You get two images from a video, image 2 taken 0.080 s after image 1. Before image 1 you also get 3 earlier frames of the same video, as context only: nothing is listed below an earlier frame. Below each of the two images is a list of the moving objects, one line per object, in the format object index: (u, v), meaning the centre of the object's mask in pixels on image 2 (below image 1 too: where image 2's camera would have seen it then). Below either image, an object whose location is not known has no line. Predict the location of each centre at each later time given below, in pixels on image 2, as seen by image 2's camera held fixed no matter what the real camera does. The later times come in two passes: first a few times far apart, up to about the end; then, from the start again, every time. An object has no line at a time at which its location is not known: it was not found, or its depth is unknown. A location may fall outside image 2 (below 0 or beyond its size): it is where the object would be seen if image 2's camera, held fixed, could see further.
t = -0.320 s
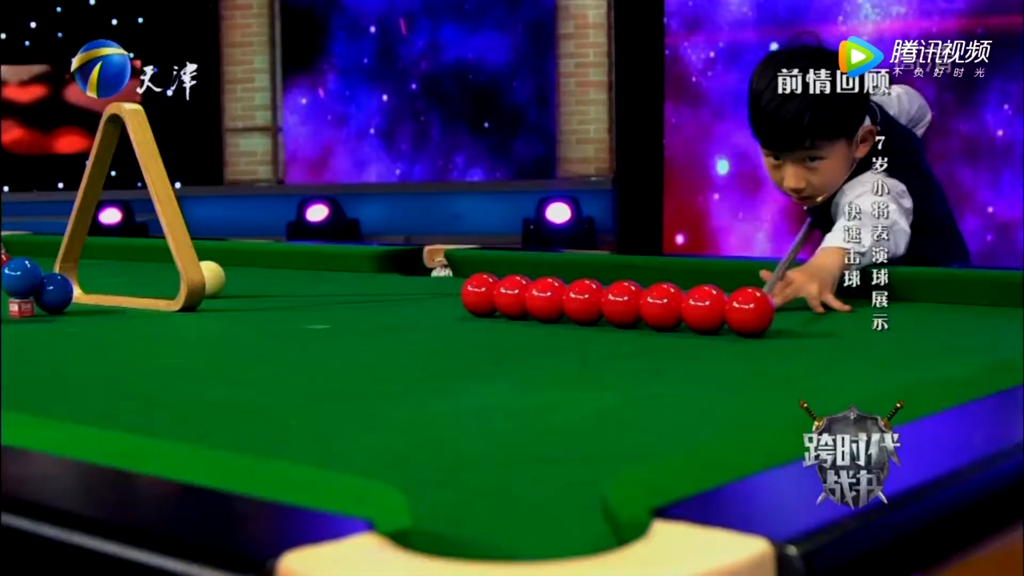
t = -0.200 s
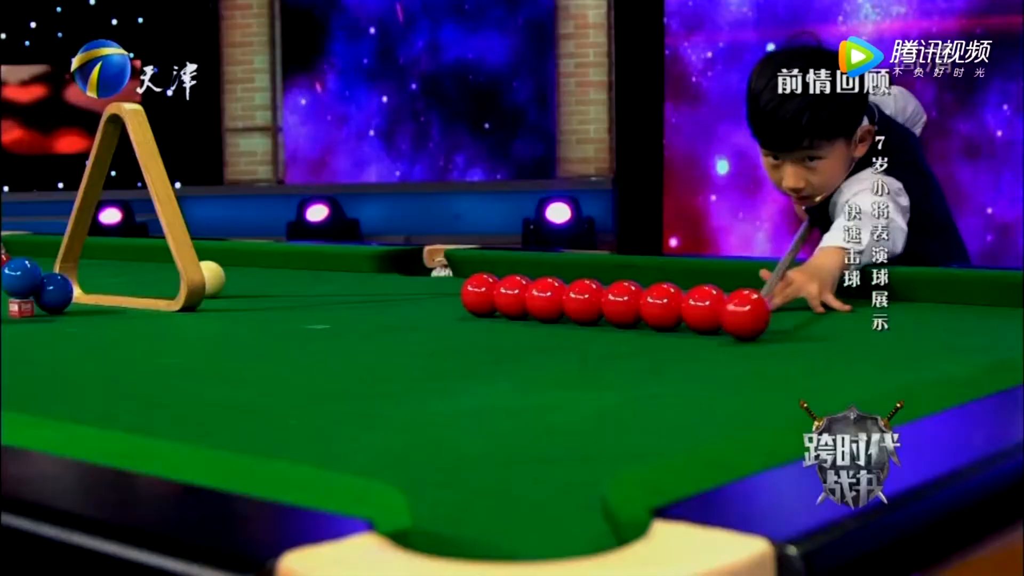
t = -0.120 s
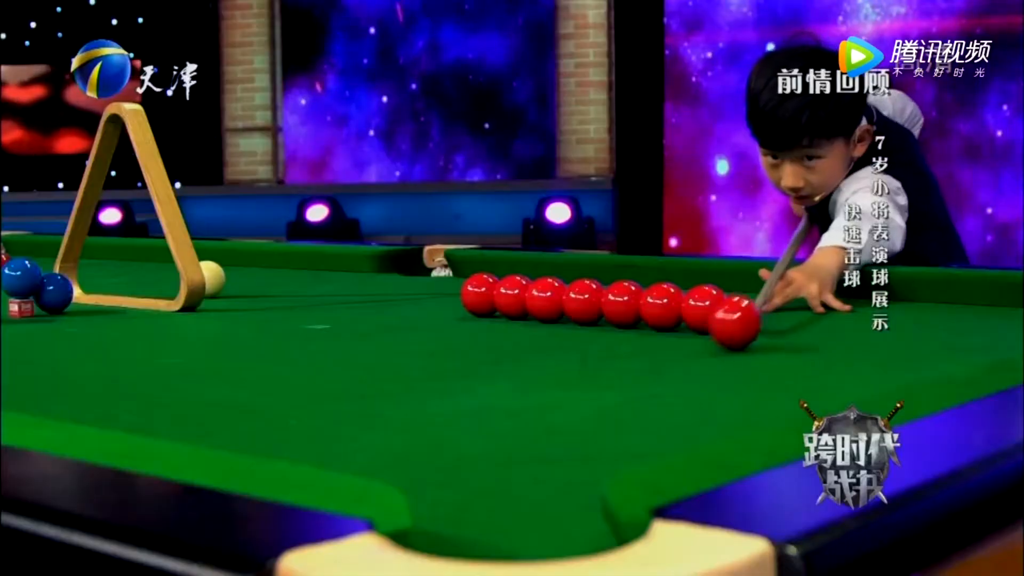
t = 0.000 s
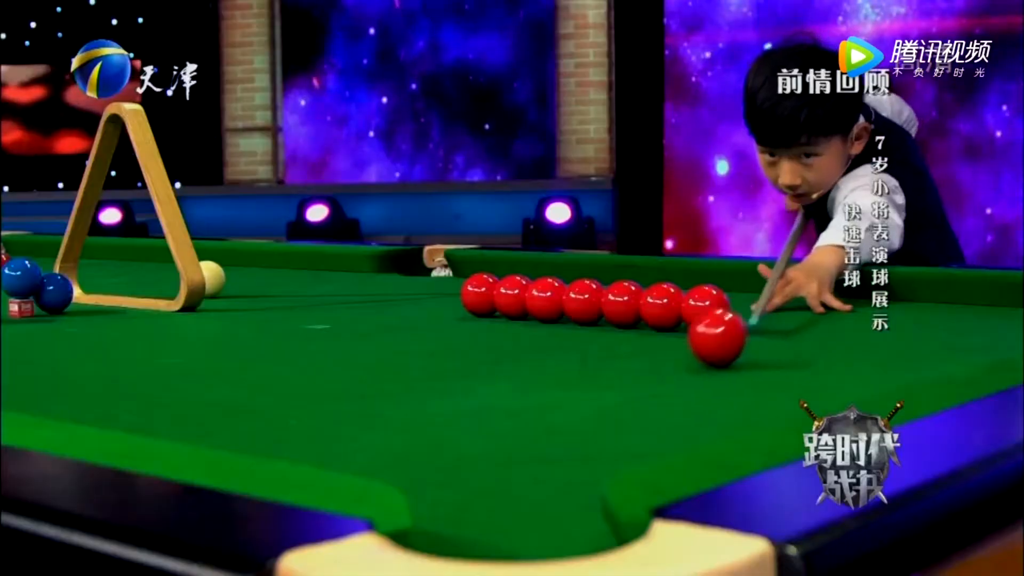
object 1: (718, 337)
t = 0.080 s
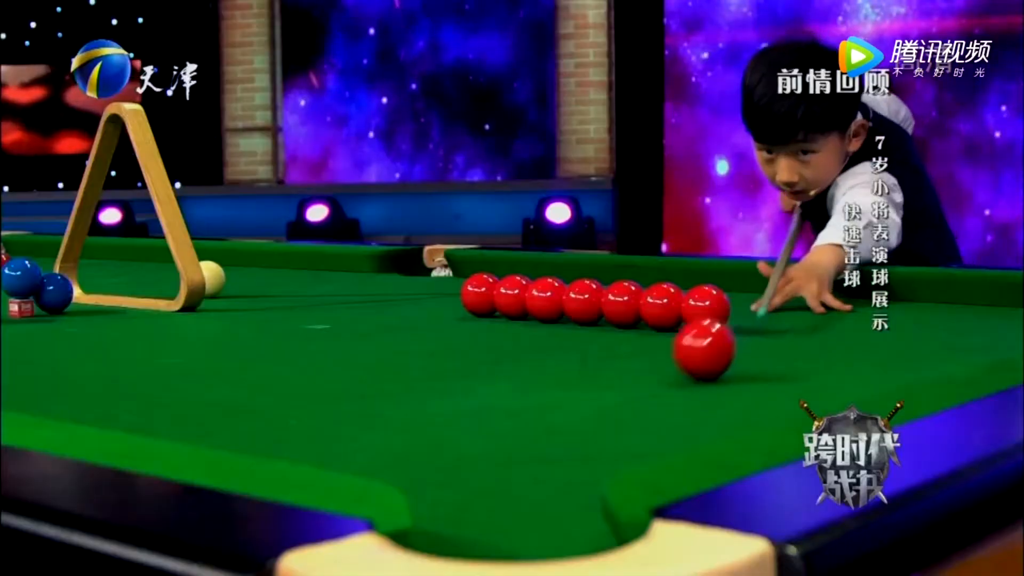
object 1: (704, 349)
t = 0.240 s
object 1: (674, 374)
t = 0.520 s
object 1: (596, 436)
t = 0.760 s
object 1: (490, 516)
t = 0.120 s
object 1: (697, 354)
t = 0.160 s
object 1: (690, 360)
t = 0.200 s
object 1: (682, 366)
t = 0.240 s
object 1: (674, 374)
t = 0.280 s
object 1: (665, 380)
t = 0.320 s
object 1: (655, 388)
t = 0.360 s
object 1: (645, 398)
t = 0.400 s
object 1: (634, 406)
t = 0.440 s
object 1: (622, 415)
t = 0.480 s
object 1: (610, 426)
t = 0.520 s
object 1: (596, 436)
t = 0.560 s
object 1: (581, 448)
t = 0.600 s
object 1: (565, 463)
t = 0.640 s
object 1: (549, 477)
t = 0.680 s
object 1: (530, 493)
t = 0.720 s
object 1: (510, 507)
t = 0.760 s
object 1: (490, 516)
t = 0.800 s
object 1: (472, 525)
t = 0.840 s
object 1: (473, 539)
